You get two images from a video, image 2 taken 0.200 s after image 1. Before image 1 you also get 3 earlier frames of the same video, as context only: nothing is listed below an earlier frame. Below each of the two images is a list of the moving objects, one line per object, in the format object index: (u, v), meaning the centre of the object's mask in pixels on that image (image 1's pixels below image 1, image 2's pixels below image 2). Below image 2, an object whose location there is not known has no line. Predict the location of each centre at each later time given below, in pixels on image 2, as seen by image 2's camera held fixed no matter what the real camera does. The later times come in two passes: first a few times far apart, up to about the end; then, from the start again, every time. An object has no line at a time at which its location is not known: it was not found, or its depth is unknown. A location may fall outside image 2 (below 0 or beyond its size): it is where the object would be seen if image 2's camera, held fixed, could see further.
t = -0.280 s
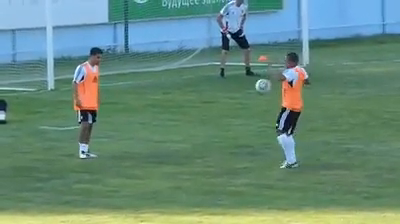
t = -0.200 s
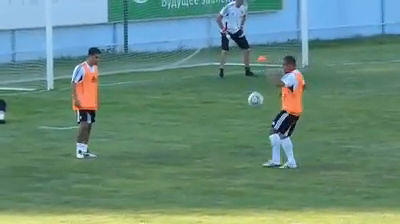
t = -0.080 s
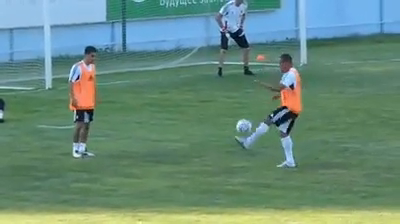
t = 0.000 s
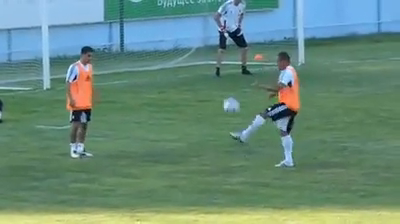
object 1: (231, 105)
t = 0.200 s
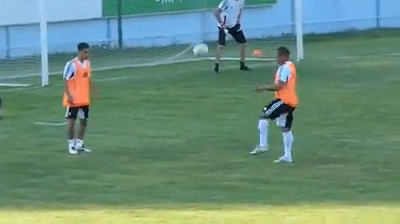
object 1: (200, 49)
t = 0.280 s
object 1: (189, 37)
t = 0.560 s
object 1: (149, 27)
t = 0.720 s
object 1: (126, 44)
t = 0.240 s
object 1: (195, 42)
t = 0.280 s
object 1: (189, 37)
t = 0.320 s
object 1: (184, 32)
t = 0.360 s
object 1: (178, 29)
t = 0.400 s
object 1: (171, 27)
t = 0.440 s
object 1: (166, 25)
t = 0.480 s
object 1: (160, 25)
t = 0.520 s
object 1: (155, 25)
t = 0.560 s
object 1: (149, 27)
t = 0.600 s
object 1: (144, 29)
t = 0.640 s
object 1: (138, 33)
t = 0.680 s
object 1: (131, 38)
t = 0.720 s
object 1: (126, 44)
